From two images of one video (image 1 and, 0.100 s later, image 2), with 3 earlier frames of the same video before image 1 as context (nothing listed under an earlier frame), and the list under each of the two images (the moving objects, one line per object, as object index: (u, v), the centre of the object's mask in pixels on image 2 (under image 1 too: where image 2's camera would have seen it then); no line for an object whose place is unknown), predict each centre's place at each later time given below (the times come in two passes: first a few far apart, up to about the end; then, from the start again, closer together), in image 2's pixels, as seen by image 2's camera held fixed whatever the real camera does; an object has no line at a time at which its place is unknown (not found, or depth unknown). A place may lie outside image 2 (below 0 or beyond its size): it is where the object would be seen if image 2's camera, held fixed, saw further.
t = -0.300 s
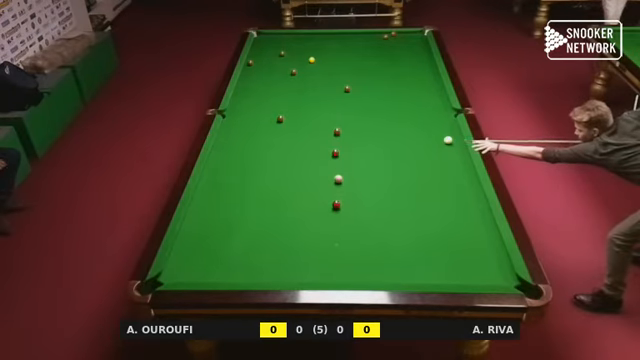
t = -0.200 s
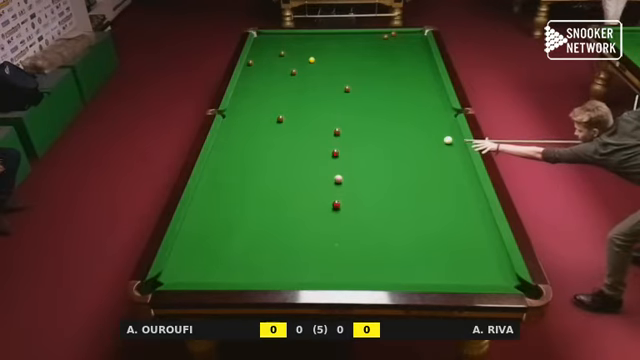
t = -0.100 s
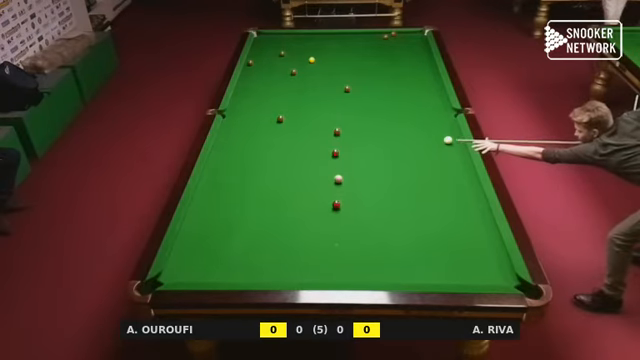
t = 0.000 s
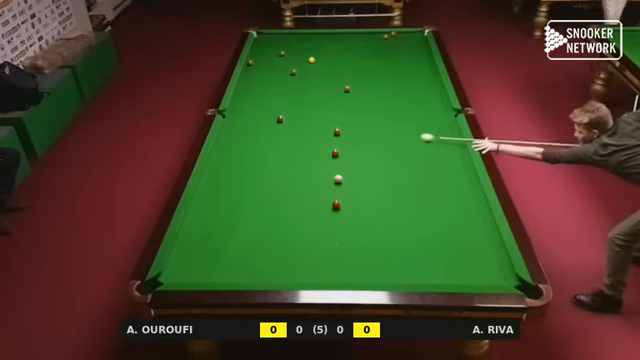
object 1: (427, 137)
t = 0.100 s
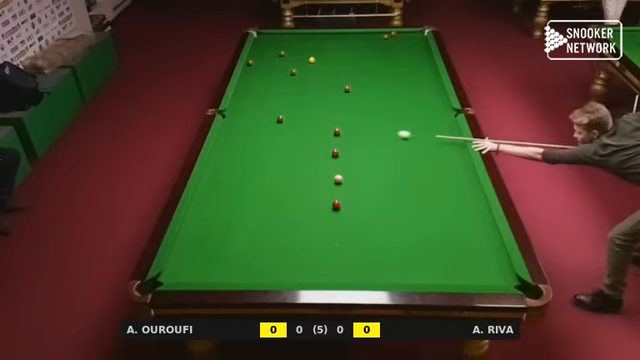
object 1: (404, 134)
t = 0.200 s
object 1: (382, 132)
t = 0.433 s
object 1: (335, 125)
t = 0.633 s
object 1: (297, 120)
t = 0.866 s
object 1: (282, 118)
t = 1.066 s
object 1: (274, 116)
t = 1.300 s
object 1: (265, 114)
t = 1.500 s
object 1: (257, 112)
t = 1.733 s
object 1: (250, 111)
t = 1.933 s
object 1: (244, 109)
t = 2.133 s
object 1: (238, 108)
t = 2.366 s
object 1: (232, 107)
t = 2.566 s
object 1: (233, 106)
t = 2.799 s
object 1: (237, 106)
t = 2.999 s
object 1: (240, 105)
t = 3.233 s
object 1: (242, 105)
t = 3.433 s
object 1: (244, 104)
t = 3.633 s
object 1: (245, 104)
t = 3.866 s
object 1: (247, 104)
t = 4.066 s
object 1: (247, 104)
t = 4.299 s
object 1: (247, 104)
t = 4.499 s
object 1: (247, 104)
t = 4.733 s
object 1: (247, 104)
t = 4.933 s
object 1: (247, 104)
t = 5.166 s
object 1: (247, 104)
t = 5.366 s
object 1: (247, 104)
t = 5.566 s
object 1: (247, 104)
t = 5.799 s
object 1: (247, 104)
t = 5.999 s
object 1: (247, 104)
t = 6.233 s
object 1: (247, 104)
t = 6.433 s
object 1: (247, 104)
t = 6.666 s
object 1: (247, 104)
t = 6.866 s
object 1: (247, 104)
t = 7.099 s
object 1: (247, 104)
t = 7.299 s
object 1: (247, 104)
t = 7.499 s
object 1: (247, 104)
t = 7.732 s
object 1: (247, 104)
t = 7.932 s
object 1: (247, 104)
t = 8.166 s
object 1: (247, 104)
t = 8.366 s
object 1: (247, 104)
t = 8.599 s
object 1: (247, 104)
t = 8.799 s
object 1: (247, 104)
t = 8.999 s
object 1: (247, 104)
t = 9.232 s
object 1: (247, 104)
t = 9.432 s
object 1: (247, 104)
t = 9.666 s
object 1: (247, 104)
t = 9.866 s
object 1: (248, 104)
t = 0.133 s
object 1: (397, 133)
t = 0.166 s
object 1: (390, 133)
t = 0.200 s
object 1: (382, 132)
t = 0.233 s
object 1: (375, 131)
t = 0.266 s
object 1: (369, 130)
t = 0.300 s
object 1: (362, 129)
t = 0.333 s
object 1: (355, 128)
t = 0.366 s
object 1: (348, 127)
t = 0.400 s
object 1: (342, 126)
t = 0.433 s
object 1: (335, 125)
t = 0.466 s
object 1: (328, 124)
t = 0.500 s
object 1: (322, 124)
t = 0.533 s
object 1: (316, 123)
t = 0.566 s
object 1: (309, 122)
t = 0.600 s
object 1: (303, 121)
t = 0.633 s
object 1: (297, 120)
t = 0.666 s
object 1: (290, 119)
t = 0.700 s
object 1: (286, 119)
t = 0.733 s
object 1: (286, 119)
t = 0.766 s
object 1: (285, 119)
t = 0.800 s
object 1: (284, 118)
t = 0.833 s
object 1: (283, 118)
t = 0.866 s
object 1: (282, 118)
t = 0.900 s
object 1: (280, 117)
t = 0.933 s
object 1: (279, 117)
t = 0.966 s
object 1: (277, 117)
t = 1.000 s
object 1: (276, 116)
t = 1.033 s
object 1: (275, 116)
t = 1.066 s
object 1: (274, 116)
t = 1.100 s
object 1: (272, 116)
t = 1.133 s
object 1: (271, 115)
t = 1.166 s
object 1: (270, 115)
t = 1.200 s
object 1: (268, 115)
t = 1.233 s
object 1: (267, 114)
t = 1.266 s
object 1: (266, 114)
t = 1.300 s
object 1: (265, 114)
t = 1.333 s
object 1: (263, 113)
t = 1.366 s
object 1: (262, 113)
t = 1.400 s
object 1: (261, 113)
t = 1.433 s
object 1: (260, 113)
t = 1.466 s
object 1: (259, 113)
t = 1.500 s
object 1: (257, 112)
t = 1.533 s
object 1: (256, 112)
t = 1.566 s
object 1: (255, 112)
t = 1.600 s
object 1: (254, 111)
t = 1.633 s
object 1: (253, 111)
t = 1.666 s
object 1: (252, 111)
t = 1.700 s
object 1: (251, 111)
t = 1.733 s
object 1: (250, 111)
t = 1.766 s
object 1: (249, 110)
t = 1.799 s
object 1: (248, 110)
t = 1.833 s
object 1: (247, 110)
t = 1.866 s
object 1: (246, 110)
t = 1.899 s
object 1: (245, 110)
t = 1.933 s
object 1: (244, 109)
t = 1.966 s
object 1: (243, 109)
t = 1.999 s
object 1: (242, 109)
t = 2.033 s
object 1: (241, 109)
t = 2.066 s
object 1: (240, 108)
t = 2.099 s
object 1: (239, 108)
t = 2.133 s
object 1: (238, 108)
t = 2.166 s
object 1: (237, 108)
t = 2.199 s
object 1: (236, 108)
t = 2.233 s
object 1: (235, 108)
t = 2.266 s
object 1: (235, 107)
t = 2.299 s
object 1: (234, 107)
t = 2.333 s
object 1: (233, 107)
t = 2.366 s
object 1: (232, 107)
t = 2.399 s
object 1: (231, 107)
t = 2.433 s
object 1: (231, 107)
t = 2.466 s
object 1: (231, 106)
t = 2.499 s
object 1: (232, 106)
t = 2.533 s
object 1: (232, 106)
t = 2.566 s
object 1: (233, 106)
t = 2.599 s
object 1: (233, 106)
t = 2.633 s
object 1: (234, 106)
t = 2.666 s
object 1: (234, 106)
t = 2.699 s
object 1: (235, 106)
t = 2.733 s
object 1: (235, 106)
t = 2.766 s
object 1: (236, 106)
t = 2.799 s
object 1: (237, 106)
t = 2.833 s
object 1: (237, 106)
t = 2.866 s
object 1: (237, 105)
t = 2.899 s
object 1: (238, 105)
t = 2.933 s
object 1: (239, 105)
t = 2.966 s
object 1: (239, 105)
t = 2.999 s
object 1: (240, 105)
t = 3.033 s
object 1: (240, 105)
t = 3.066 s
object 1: (240, 105)
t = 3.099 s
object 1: (241, 105)
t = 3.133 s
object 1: (241, 105)
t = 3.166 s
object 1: (241, 105)
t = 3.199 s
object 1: (242, 105)
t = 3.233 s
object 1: (242, 105)
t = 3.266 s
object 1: (243, 105)
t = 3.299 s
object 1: (243, 104)
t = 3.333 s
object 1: (243, 105)
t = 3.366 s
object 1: (243, 105)
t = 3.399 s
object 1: (244, 105)
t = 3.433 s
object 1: (244, 104)
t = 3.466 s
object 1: (244, 104)
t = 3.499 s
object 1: (244, 104)
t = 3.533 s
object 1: (245, 104)
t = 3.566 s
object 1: (245, 104)
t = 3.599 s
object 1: (245, 104)
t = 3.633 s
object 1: (245, 104)
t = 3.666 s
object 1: (246, 104)
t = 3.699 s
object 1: (246, 104)
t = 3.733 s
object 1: (246, 104)
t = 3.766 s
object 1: (246, 104)
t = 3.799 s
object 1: (246, 104)
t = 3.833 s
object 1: (246, 104)
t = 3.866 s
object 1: (247, 104)
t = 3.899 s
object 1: (247, 104)
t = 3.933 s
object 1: (247, 104)
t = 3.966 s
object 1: (247, 104)
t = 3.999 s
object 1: (247, 104)
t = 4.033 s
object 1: (247, 104)
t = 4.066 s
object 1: (247, 104)
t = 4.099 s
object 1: (247, 104)
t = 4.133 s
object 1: (247, 104)
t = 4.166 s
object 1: (247, 104)
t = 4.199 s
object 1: (247, 104)
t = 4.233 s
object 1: (247, 104)
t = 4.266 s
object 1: (247, 104)
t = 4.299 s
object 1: (247, 104)
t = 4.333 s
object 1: (247, 104)
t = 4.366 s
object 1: (247, 104)
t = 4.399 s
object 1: (247, 104)
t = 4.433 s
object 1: (247, 104)
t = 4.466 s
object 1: (247, 104)
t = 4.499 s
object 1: (247, 104)
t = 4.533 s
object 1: (247, 104)
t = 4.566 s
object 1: (247, 104)
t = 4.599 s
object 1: (247, 104)
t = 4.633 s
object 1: (247, 104)
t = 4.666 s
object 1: (247, 104)
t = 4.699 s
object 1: (247, 104)
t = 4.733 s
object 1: (247, 104)
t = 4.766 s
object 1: (247, 104)
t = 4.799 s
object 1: (247, 104)
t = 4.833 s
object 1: (247, 104)
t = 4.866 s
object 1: (247, 104)
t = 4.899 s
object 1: (247, 104)
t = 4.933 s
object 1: (247, 104)
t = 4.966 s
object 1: (247, 104)
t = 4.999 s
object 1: (247, 104)
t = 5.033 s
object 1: (247, 104)
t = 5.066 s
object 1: (247, 104)
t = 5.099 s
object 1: (247, 104)
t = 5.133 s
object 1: (247, 104)
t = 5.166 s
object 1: (247, 104)
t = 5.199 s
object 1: (247, 104)
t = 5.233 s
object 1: (247, 104)
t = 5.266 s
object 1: (247, 104)
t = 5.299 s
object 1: (247, 104)
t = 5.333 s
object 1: (247, 104)
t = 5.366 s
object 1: (247, 104)
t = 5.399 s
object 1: (247, 104)
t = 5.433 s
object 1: (247, 104)
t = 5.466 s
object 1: (247, 104)
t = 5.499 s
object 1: (247, 104)
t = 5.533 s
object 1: (247, 104)
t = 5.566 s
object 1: (247, 104)
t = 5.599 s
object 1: (247, 104)
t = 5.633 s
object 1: (247, 104)
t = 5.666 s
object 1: (247, 104)
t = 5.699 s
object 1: (247, 104)
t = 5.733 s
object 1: (247, 104)
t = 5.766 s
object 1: (247, 104)
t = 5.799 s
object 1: (247, 104)
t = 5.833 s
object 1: (247, 104)
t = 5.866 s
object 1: (247, 104)
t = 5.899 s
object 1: (247, 104)
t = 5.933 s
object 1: (247, 104)
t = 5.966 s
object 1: (247, 104)
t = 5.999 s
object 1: (247, 104)
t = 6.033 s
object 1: (247, 104)
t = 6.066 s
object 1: (247, 104)
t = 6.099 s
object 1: (247, 104)
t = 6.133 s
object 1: (247, 104)
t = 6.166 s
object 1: (247, 104)
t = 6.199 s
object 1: (247, 104)
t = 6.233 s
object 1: (247, 104)
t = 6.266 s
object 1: (247, 104)
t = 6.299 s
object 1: (247, 104)
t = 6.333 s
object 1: (247, 104)
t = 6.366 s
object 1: (247, 104)
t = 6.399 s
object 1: (247, 104)
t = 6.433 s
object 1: (247, 104)
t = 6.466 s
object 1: (247, 104)
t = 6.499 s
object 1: (247, 104)
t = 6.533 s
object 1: (247, 104)
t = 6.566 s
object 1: (247, 104)
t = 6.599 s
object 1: (247, 104)
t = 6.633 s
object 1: (247, 104)
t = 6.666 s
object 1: (247, 104)
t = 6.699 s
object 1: (247, 104)
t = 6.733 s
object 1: (247, 104)
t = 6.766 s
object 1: (247, 104)
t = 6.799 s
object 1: (247, 104)
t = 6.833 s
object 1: (247, 104)
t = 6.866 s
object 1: (247, 104)
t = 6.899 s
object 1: (247, 104)
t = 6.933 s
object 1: (247, 104)
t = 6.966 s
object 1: (247, 104)
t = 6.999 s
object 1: (247, 104)
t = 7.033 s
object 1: (247, 104)
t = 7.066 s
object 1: (247, 104)
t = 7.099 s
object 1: (247, 104)
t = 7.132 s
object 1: (247, 104)
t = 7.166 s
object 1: (247, 104)
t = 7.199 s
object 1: (247, 104)
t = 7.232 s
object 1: (247, 104)
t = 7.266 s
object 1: (247, 104)
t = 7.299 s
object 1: (247, 104)
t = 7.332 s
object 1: (247, 104)
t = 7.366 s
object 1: (247, 104)
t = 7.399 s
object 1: (247, 104)
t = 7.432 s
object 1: (247, 104)
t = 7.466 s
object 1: (247, 104)
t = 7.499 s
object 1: (247, 104)
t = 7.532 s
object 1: (247, 104)
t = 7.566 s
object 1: (247, 104)
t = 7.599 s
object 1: (247, 104)
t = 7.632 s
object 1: (247, 104)
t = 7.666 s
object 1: (247, 104)
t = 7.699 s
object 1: (247, 104)
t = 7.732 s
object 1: (247, 104)
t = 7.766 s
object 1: (247, 104)
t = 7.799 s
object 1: (247, 104)
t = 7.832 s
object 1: (247, 104)
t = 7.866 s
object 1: (247, 104)
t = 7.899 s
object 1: (247, 104)
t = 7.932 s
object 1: (247, 104)
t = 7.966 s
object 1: (247, 104)
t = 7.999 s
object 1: (247, 104)
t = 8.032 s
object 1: (247, 104)
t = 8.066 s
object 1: (247, 104)
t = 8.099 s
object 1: (247, 104)
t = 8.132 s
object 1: (247, 104)
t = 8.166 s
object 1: (247, 104)
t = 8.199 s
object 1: (247, 104)
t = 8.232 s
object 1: (247, 104)
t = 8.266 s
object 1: (247, 104)
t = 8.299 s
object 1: (247, 104)
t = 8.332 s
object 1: (247, 104)
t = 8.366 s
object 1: (247, 104)
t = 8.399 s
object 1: (247, 104)
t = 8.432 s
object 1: (247, 104)
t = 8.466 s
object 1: (247, 104)
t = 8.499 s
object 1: (247, 104)
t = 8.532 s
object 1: (247, 104)
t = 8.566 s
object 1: (247, 104)
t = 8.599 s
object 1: (247, 104)
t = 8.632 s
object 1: (247, 104)
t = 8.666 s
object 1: (247, 104)
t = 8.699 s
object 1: (247, 104)
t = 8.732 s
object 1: (247, 104)
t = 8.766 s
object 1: (247, 104)
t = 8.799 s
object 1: (247, 104)
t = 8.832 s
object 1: (247, 104)
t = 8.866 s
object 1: (247, 104)
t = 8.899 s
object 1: (247, 104)
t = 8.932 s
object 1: (247, 104)
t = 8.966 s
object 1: (247, 104)
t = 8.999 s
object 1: (247, 104)
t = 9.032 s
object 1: (247, 104)
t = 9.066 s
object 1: (247, 104)
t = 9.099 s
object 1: (247, 104)
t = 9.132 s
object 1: (247, 104)
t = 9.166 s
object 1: (247, 104)
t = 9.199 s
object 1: (247, 104)
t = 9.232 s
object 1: (247, 104)
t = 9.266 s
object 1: (247, 104)
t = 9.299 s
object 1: (247, 104)
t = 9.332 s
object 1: (247, 104)
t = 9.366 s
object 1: (247, 104)
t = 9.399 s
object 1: (247, 104)
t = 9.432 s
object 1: (247, 104)
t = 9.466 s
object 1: (247, 104)
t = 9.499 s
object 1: (247, 104)
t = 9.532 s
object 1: (247, 104)
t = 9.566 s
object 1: (247, 104)
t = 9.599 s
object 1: (247, 104)
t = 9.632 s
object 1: (247, 104)
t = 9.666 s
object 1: (247, 104)
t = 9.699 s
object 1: (248, 104)
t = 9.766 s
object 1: (248, 104)
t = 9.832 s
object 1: (248, 104)
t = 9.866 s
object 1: (248, 104)
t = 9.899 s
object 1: (248, 104)
